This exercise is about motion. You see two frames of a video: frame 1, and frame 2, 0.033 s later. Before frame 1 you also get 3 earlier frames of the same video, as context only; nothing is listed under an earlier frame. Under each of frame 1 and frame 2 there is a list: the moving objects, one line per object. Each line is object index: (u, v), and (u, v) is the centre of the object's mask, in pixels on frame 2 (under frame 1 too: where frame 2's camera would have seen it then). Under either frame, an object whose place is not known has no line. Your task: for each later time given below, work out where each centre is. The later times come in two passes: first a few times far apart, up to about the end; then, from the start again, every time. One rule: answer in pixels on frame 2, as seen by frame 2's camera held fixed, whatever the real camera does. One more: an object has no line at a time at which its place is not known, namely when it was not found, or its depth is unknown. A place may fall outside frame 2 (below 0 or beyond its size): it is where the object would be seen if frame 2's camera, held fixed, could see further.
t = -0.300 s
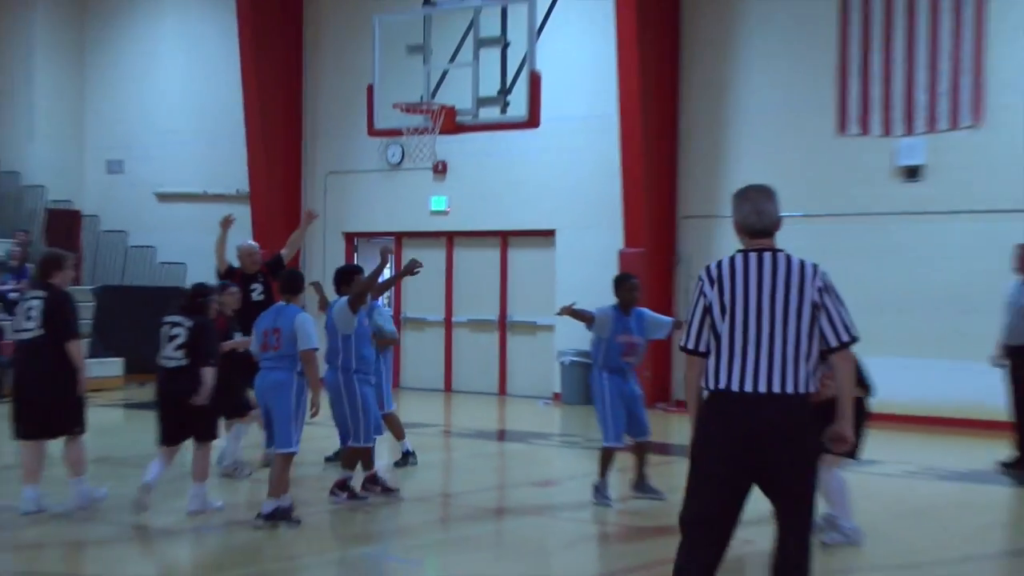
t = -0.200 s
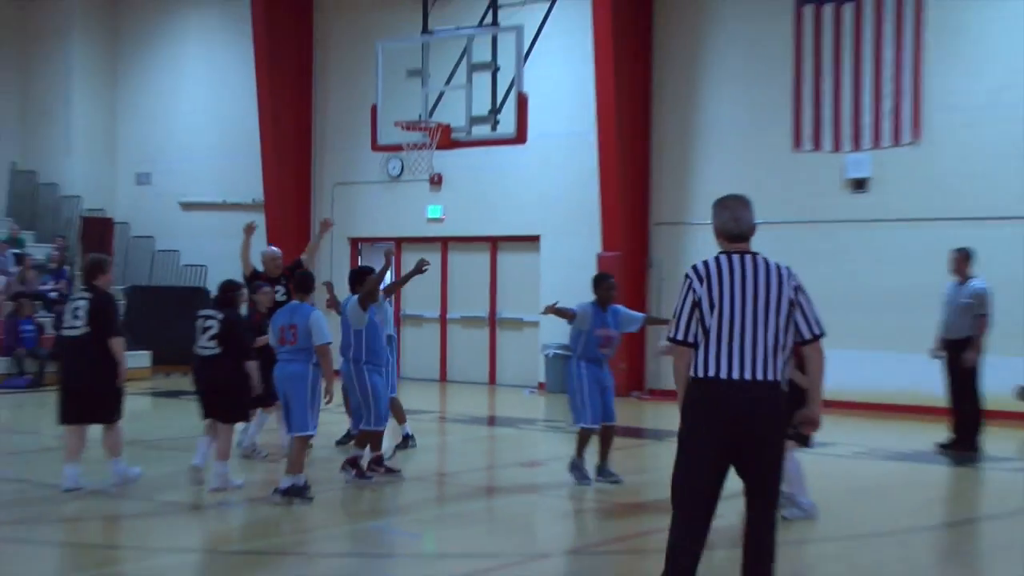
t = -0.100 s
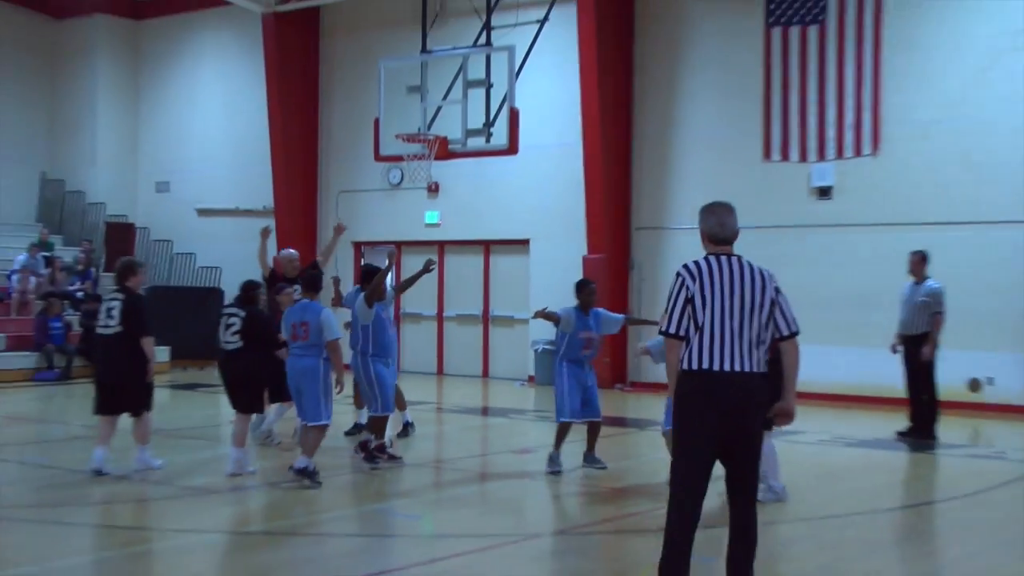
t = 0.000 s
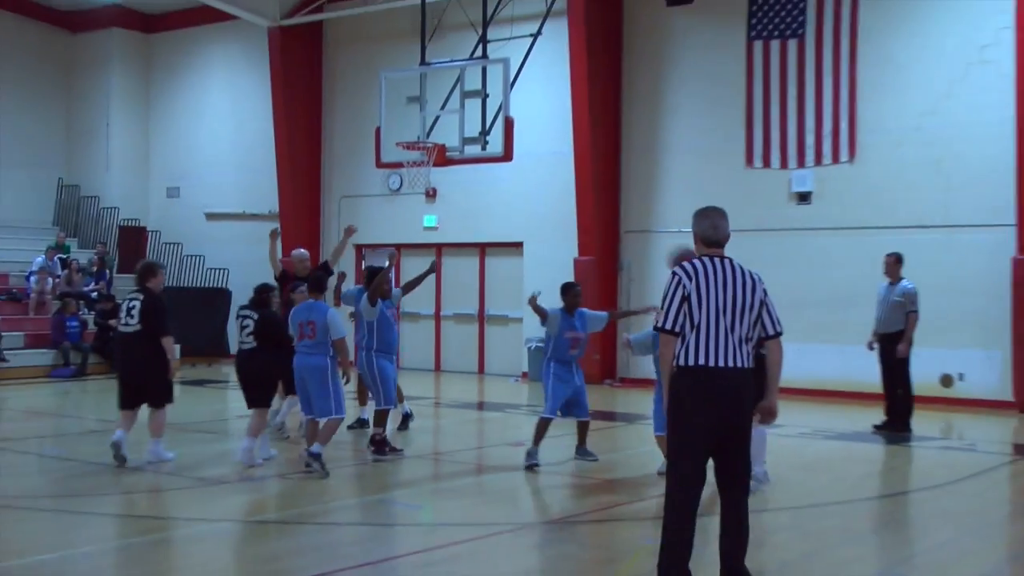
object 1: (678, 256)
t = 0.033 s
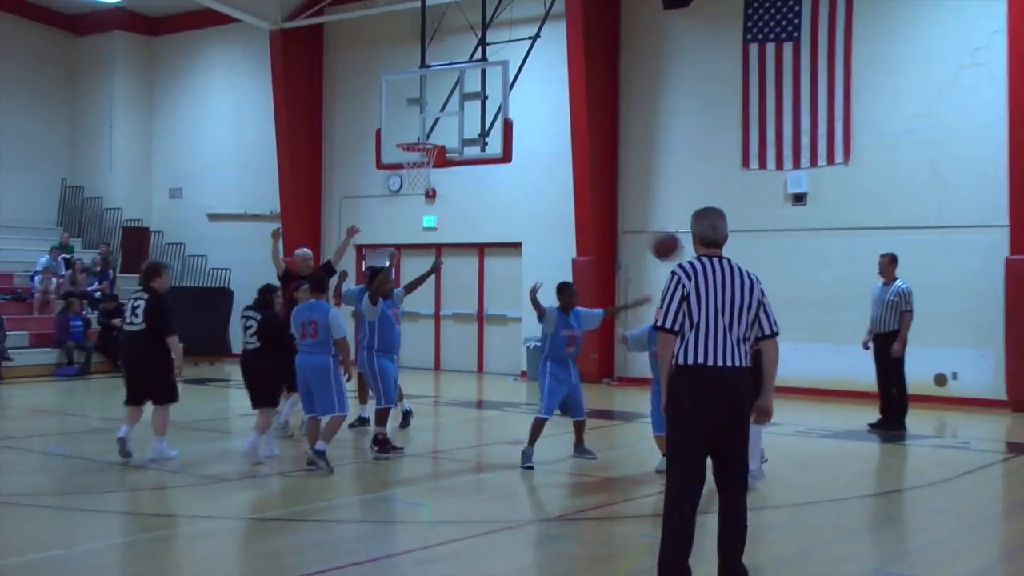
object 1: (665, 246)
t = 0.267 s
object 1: (556, 173)
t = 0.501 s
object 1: (453, 172)
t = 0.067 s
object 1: (650, 231)
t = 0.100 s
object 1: (634, 218)
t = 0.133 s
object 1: (617, 206)
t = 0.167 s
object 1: (603, 195)
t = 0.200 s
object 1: (588, 186)
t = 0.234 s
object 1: (572, 179)
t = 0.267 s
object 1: (556, 173)
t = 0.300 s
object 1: (541, 169)
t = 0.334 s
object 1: (527, 166)
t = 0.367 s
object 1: (512, 164)
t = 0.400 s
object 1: (498, 164)
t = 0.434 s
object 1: (482, 166)
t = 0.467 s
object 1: (468, 168)
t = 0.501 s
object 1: (453, 172)
